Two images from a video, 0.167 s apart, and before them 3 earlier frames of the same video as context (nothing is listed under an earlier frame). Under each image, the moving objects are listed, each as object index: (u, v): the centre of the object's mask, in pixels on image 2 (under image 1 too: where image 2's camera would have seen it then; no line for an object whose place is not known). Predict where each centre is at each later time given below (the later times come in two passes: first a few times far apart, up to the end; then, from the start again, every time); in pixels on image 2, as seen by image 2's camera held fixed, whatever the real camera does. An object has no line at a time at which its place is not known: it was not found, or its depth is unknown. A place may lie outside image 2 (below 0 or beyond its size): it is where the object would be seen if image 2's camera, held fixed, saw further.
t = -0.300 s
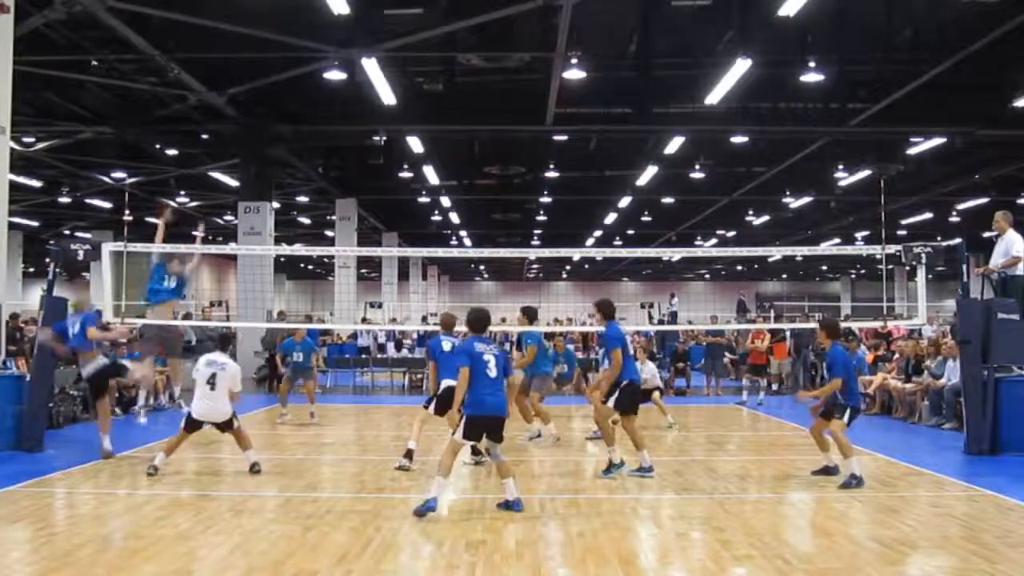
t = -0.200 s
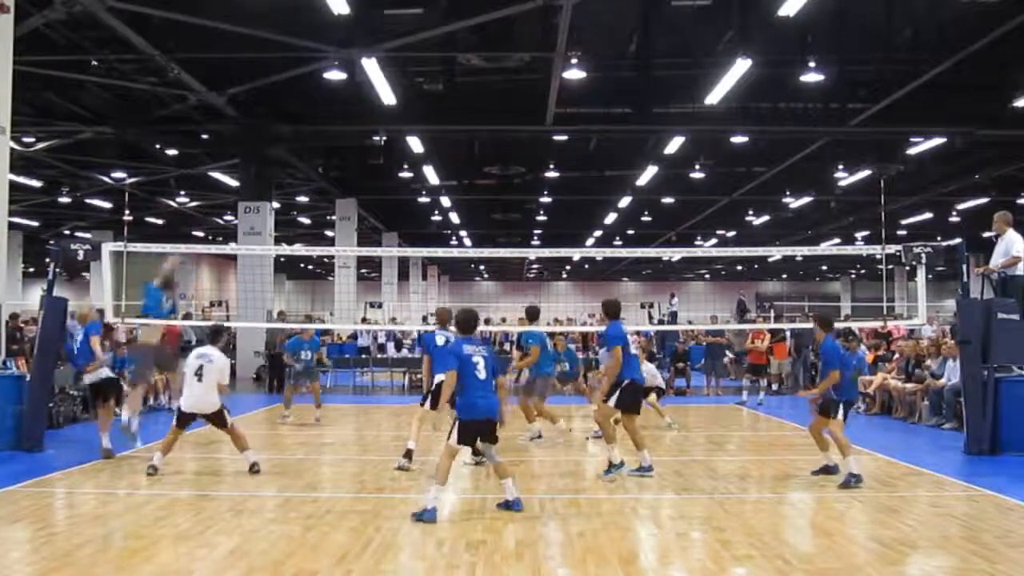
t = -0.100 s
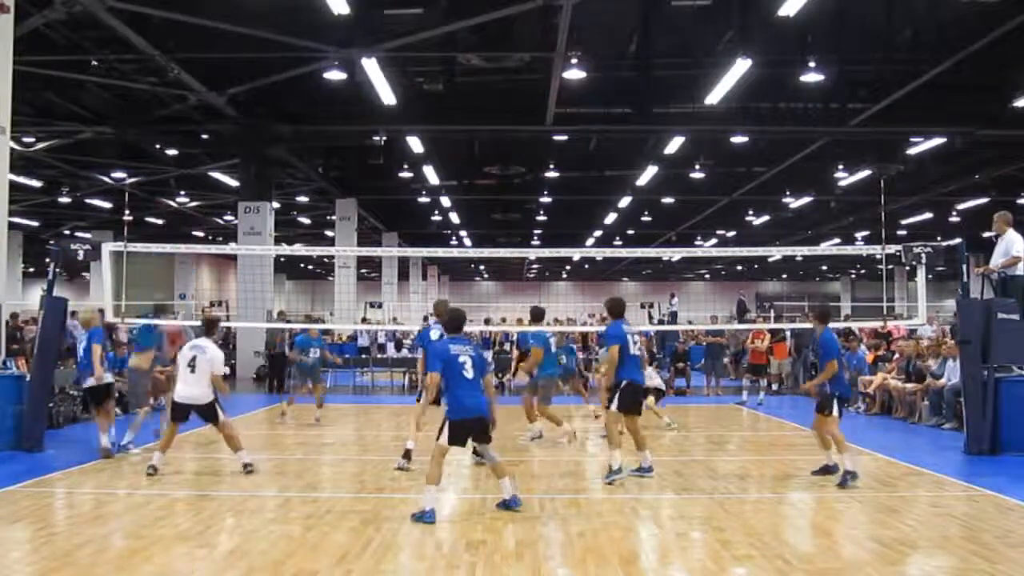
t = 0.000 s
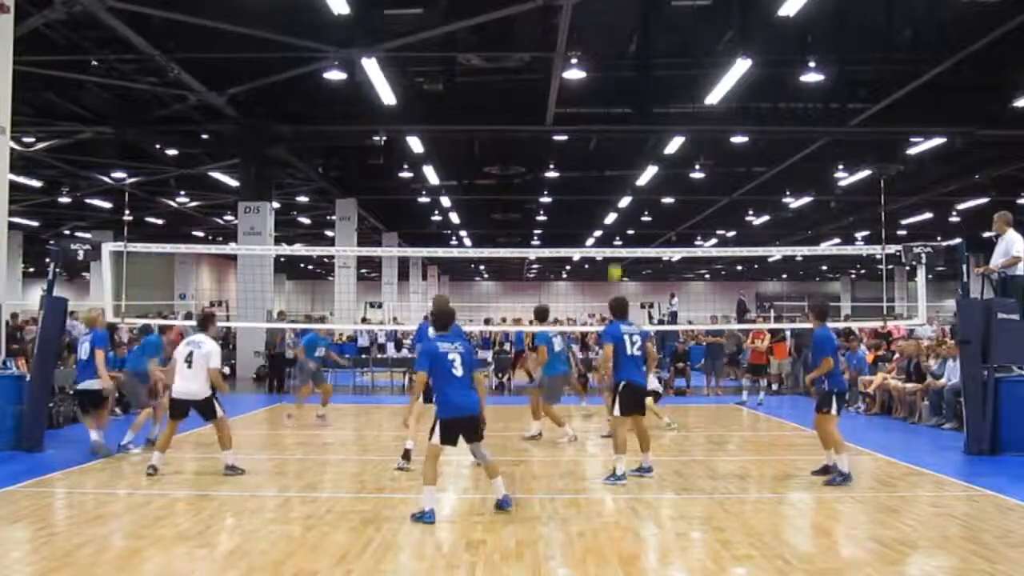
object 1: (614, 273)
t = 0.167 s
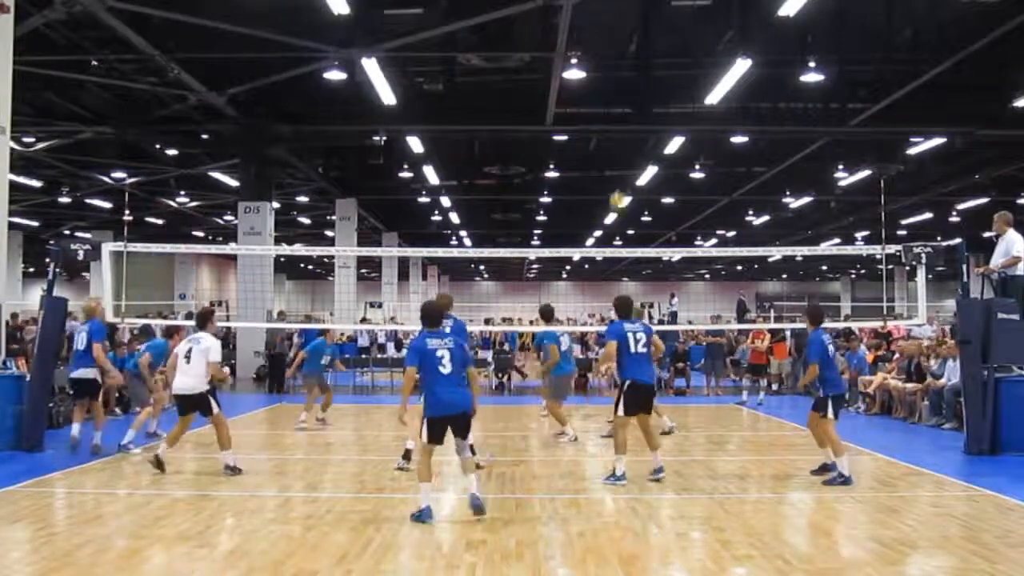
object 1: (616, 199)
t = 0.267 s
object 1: (619, 164)
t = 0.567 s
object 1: (632, 90)
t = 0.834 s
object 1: (649, 77)
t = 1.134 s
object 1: (675, 136)
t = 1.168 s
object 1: (679, 154)
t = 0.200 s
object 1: (617, 188)
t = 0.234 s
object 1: (619, 175)
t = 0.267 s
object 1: (619, 164)
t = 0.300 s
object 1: (621, 153)
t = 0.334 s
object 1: (622, 143)
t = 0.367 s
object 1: (623, 134)
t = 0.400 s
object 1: (624, 124)
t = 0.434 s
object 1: (626, 116)
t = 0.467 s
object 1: (627, 108)
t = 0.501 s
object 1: (629, 101)
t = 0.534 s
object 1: (631, 95)
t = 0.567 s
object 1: (632, 90)
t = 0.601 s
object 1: (634, 86)
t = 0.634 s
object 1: (636, 81)
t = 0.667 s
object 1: (638, 78)
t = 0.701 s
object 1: (640, 77)
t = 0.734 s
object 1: (642, 75)
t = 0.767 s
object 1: (644, 75)
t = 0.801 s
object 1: (647, 76)
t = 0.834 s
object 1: (649, 77)
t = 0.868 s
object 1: (652, 79)
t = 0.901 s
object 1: (654, 82)
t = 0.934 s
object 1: (657, 87)
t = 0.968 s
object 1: (660, 92)
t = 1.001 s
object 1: (663, 99)
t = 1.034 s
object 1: (666, 106)
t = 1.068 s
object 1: (669, 116)
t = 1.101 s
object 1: (671, 126)
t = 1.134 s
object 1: (675, 136)
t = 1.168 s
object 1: (679, 154)
